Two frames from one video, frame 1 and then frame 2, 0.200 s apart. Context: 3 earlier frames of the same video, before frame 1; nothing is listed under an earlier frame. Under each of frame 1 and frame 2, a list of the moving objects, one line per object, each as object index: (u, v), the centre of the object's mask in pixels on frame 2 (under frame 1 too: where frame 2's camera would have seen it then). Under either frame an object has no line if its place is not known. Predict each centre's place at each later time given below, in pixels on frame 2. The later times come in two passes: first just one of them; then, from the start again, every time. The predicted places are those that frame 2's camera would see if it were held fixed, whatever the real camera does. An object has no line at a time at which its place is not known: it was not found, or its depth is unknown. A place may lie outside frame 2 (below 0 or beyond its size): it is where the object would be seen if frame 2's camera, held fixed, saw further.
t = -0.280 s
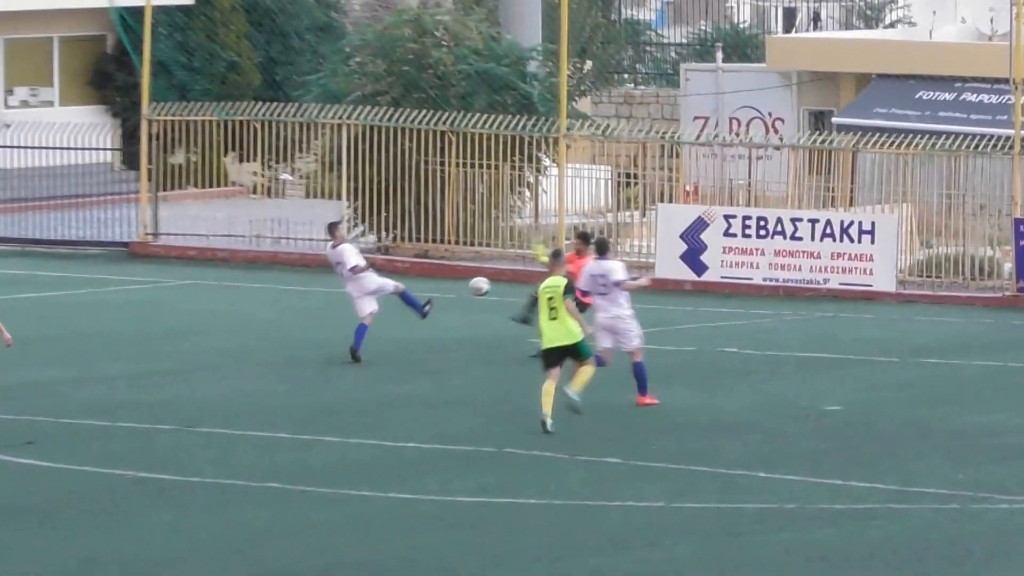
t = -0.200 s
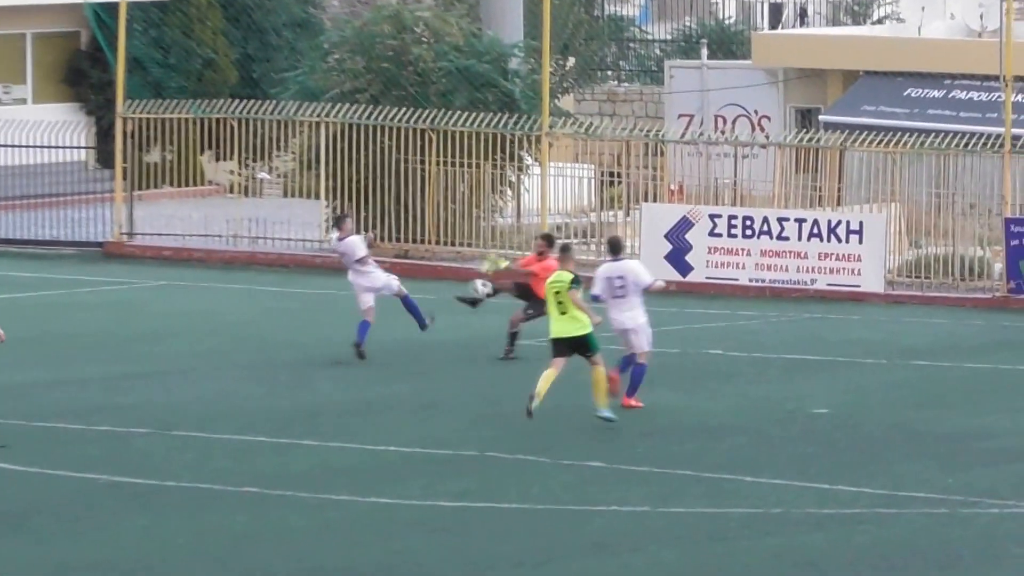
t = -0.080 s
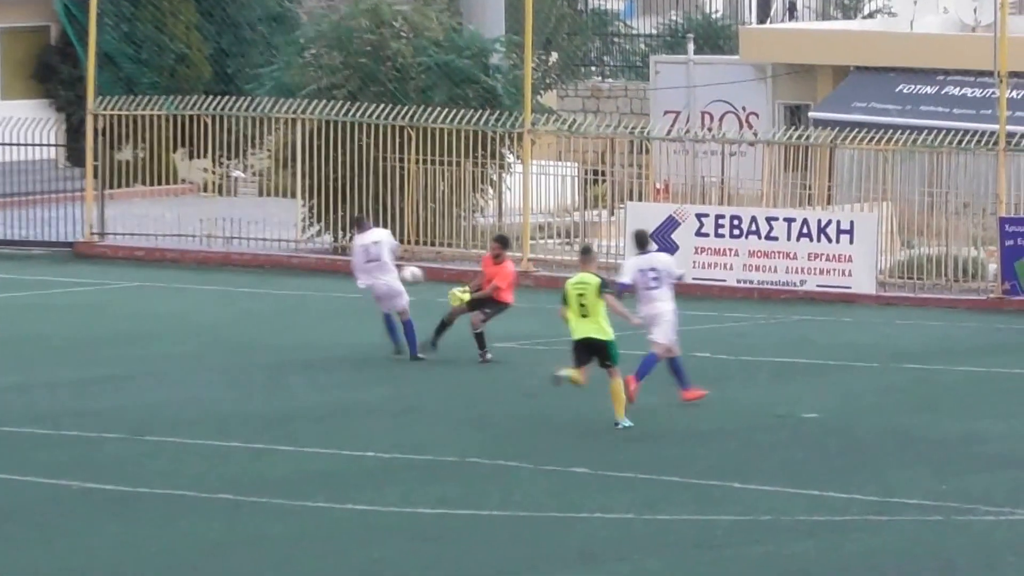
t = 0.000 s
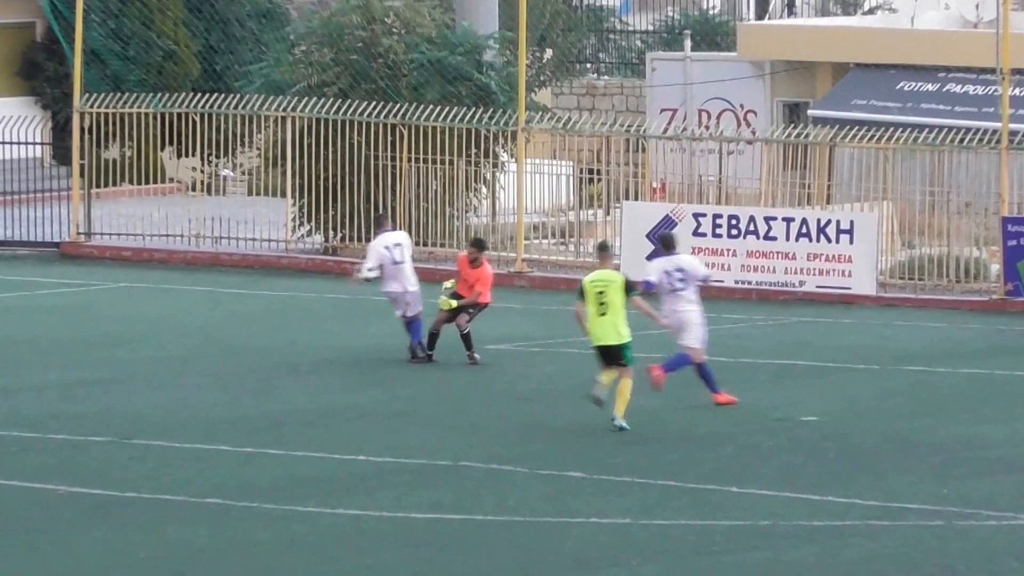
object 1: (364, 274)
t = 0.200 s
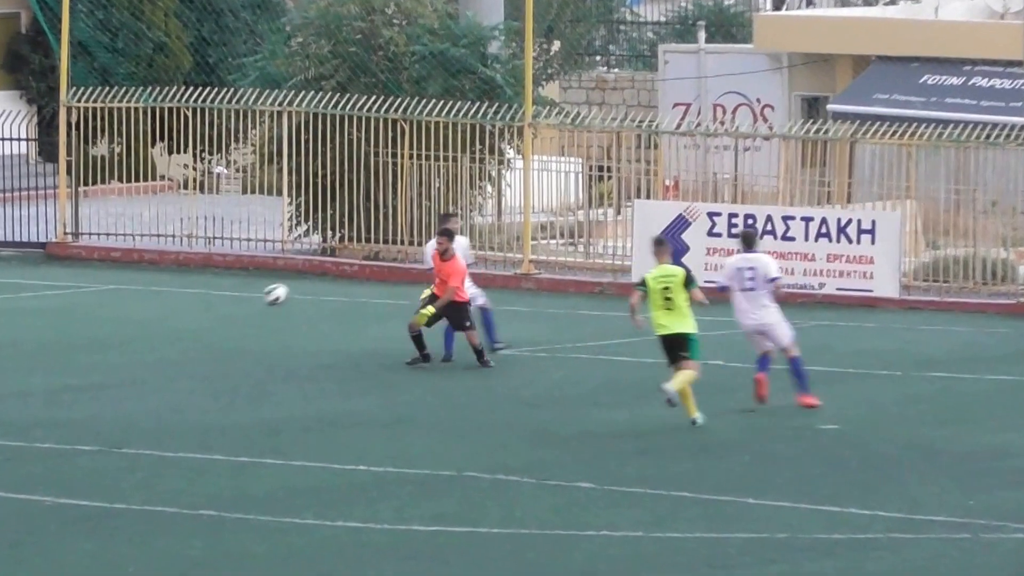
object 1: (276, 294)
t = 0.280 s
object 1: (241, 313)
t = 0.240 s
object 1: (259, 303)
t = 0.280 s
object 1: (241, 313)
